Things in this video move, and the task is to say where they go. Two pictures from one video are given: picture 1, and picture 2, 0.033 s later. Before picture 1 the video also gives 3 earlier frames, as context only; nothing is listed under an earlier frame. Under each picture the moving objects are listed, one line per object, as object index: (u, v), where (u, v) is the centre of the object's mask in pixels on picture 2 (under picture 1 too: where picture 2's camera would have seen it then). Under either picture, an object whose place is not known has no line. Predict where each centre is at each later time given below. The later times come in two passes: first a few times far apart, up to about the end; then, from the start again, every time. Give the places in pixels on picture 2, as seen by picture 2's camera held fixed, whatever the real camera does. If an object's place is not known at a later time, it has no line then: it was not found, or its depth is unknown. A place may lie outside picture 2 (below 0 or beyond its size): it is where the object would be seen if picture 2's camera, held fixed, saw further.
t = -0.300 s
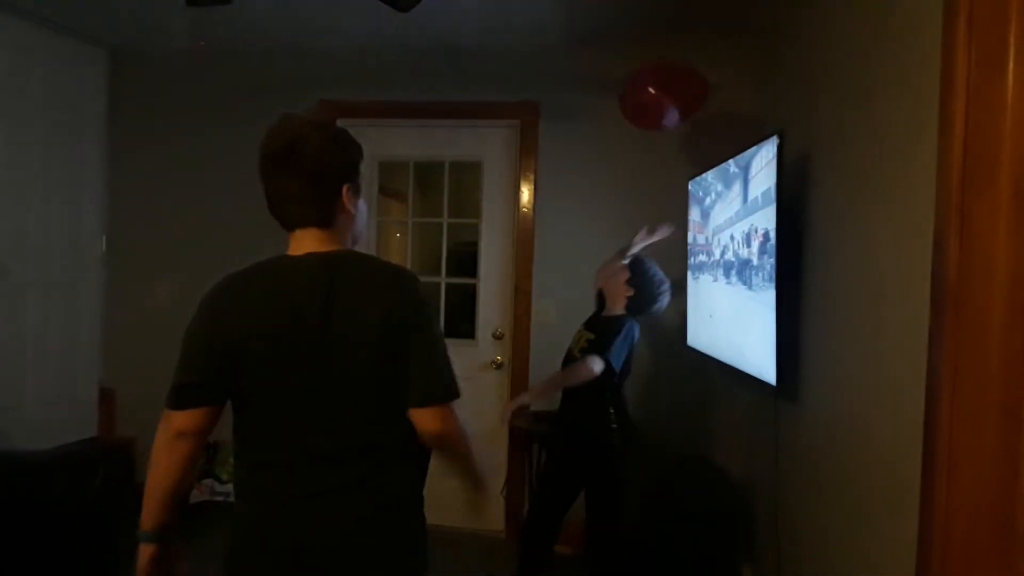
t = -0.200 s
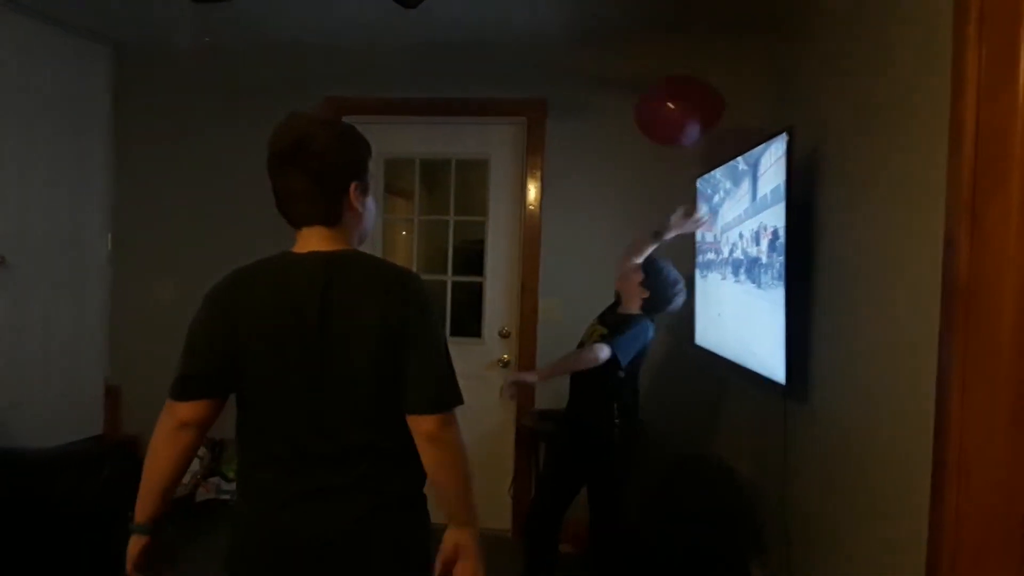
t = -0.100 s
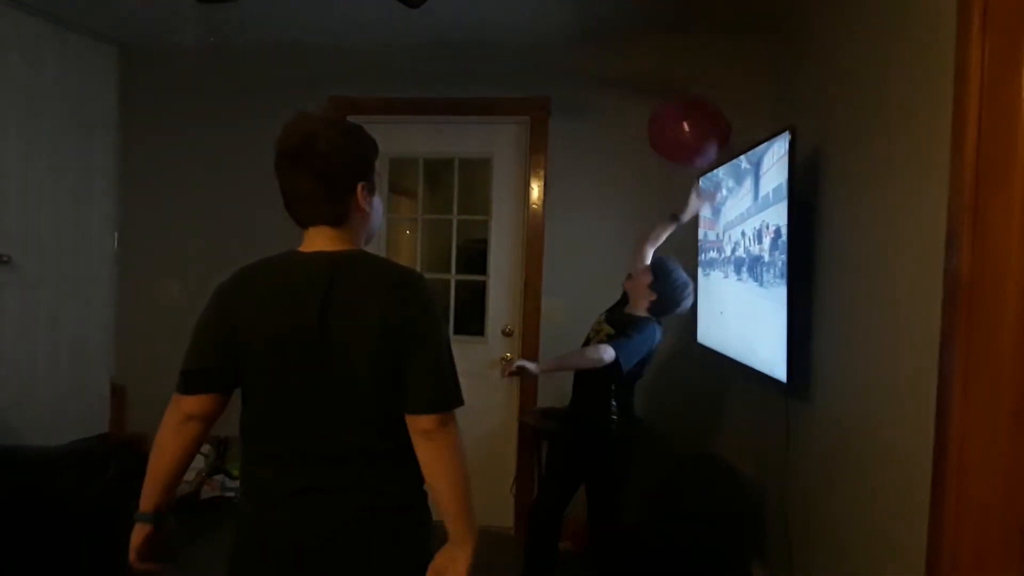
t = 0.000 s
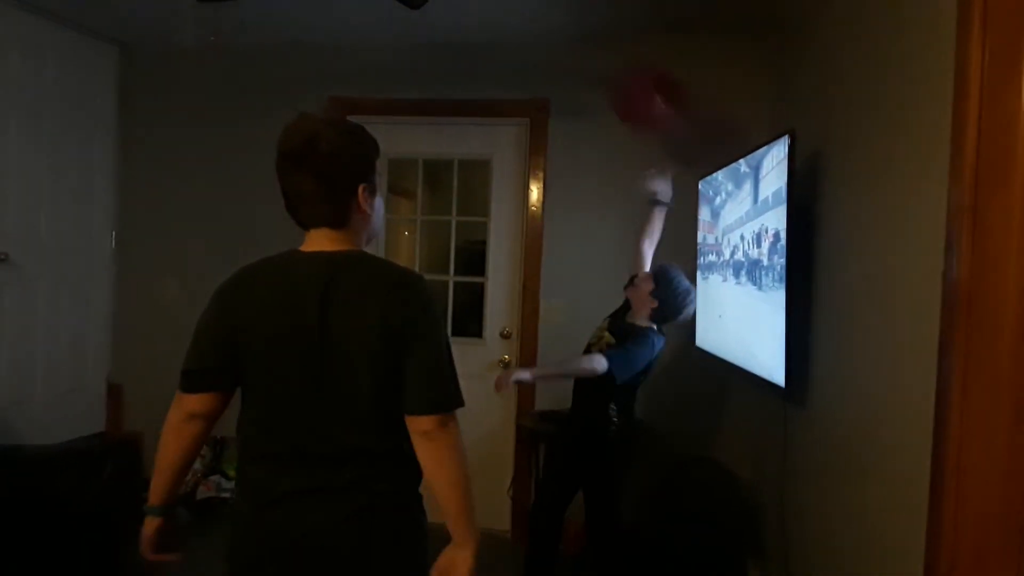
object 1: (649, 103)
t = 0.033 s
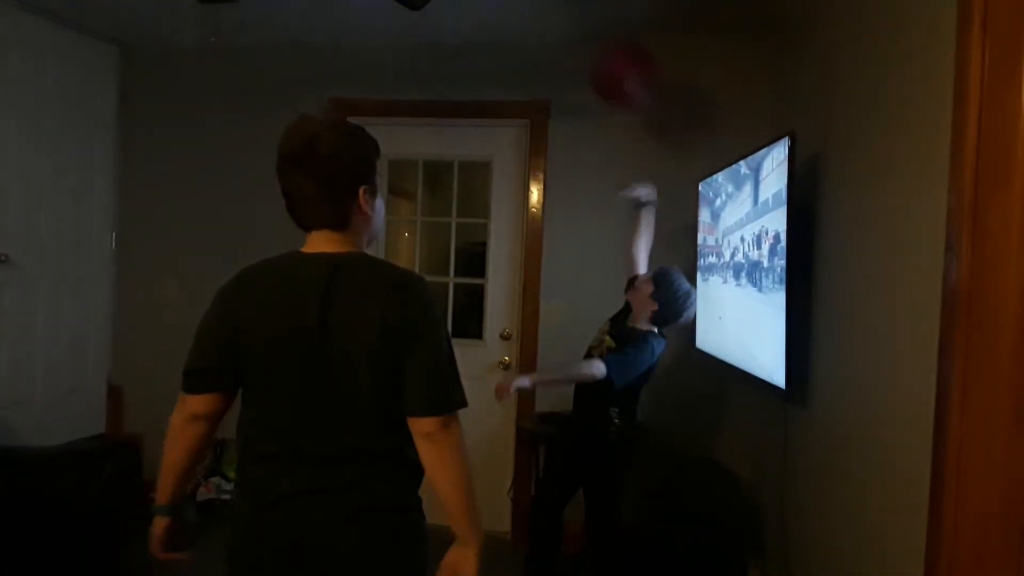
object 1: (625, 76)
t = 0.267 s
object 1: (569, 75)
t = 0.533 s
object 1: (565, 128)
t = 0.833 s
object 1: (555, 192)
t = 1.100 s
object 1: (540, 238)
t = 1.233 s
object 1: (532, 263)
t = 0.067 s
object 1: (606, 51)
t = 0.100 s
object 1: (590, 32)
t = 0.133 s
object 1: (578, 31)
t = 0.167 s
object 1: (573, 48)
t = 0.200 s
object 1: (571, 61)
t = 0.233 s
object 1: (569, 69)
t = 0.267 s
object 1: (569, 75)
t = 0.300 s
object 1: (569, 81)
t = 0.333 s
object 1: (568, 88)
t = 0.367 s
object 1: (569, 94)
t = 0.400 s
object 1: (568, 101)
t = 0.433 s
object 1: (567, 108)
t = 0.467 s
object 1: (567, 115)
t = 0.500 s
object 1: (566, 121)
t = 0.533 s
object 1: (565, 128)
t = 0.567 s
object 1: (564, 135)
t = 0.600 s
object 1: (564, 143)
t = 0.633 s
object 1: (563, 151)
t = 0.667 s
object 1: (562, 158)
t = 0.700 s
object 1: (560, 165)
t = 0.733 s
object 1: (558, 172)
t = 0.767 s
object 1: (556, 179)
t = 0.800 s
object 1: (555, 186)
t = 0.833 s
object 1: (555, 192)
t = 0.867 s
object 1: (554, 199)
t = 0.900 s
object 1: (552, 205)
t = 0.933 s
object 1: (550, 210)
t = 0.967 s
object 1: (547, 216)
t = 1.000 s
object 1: (546, 221)
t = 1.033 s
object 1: (544, 227)
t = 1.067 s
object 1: (542, 232)
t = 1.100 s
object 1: (540, 238)
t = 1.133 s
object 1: (538, 244)
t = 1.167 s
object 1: (535, 251)
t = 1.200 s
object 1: (533, 257)
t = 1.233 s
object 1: (532, 263)
